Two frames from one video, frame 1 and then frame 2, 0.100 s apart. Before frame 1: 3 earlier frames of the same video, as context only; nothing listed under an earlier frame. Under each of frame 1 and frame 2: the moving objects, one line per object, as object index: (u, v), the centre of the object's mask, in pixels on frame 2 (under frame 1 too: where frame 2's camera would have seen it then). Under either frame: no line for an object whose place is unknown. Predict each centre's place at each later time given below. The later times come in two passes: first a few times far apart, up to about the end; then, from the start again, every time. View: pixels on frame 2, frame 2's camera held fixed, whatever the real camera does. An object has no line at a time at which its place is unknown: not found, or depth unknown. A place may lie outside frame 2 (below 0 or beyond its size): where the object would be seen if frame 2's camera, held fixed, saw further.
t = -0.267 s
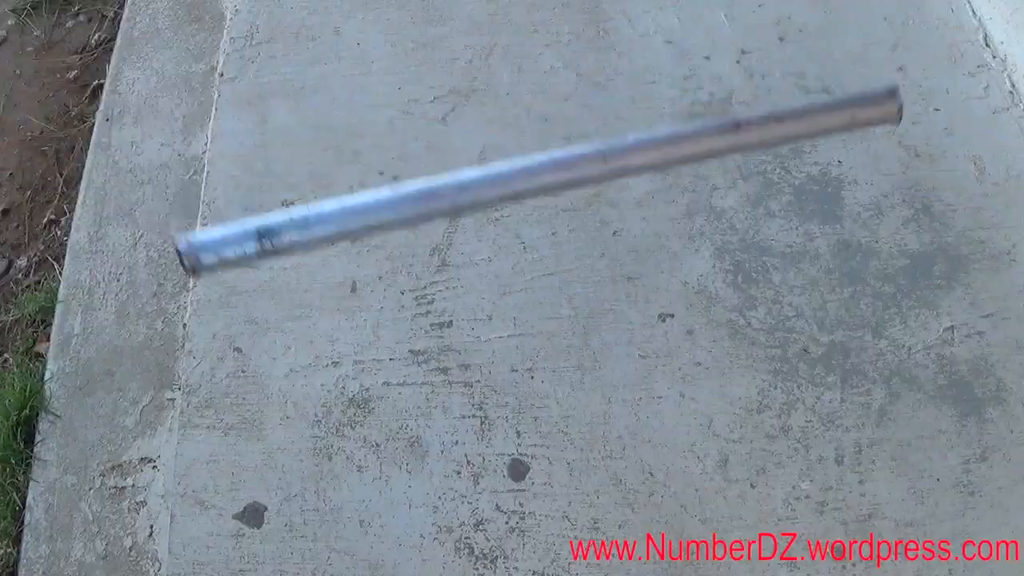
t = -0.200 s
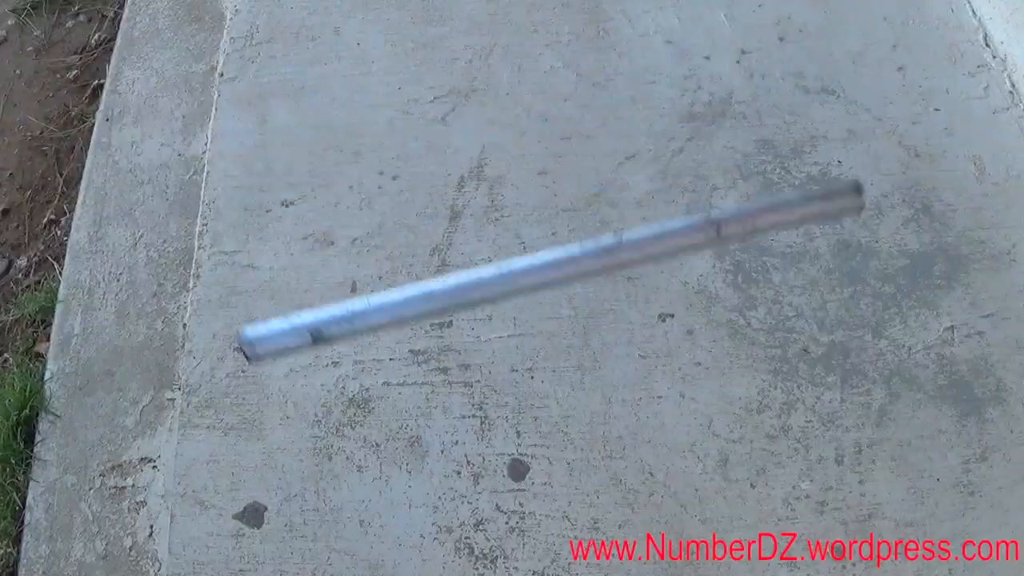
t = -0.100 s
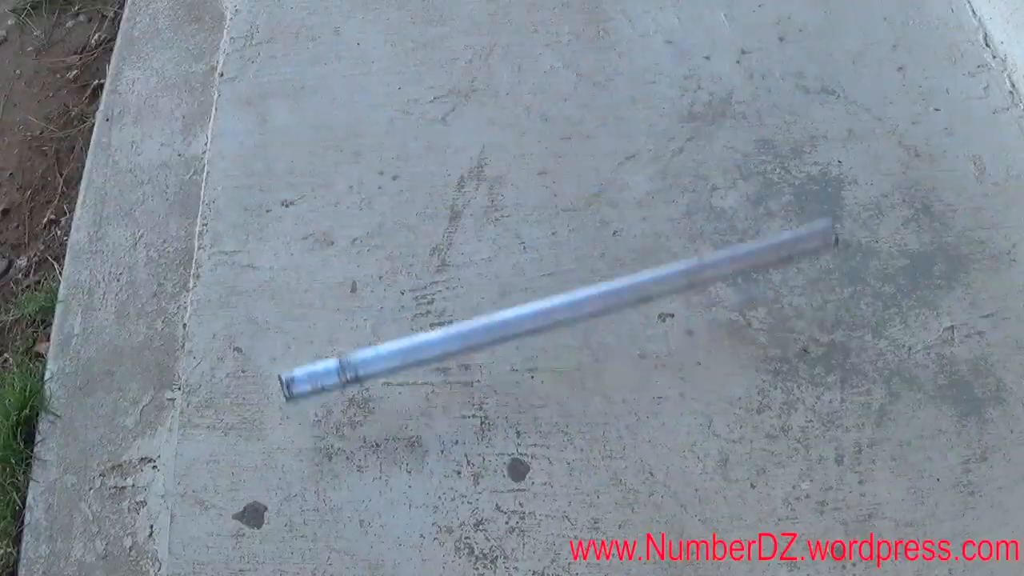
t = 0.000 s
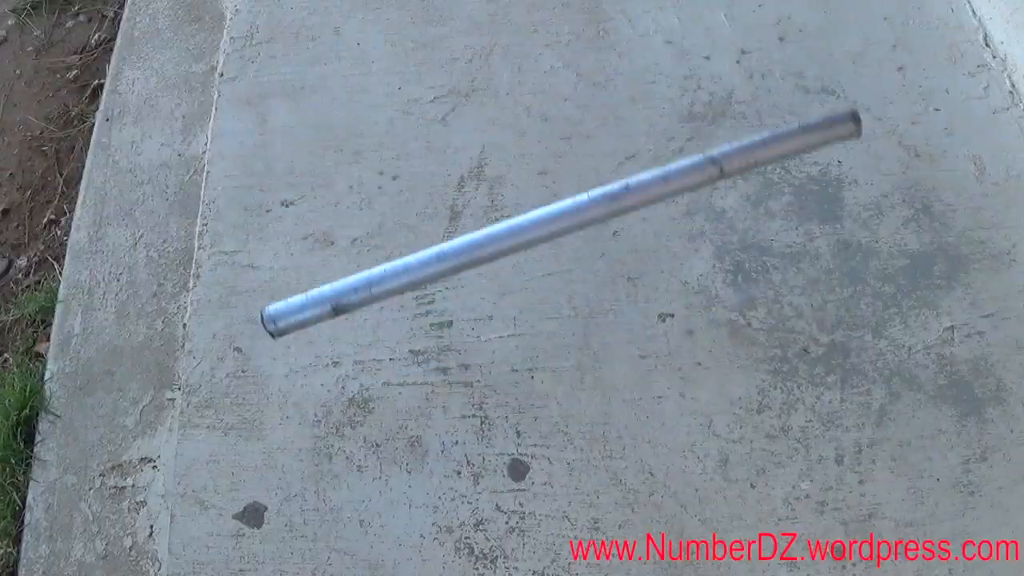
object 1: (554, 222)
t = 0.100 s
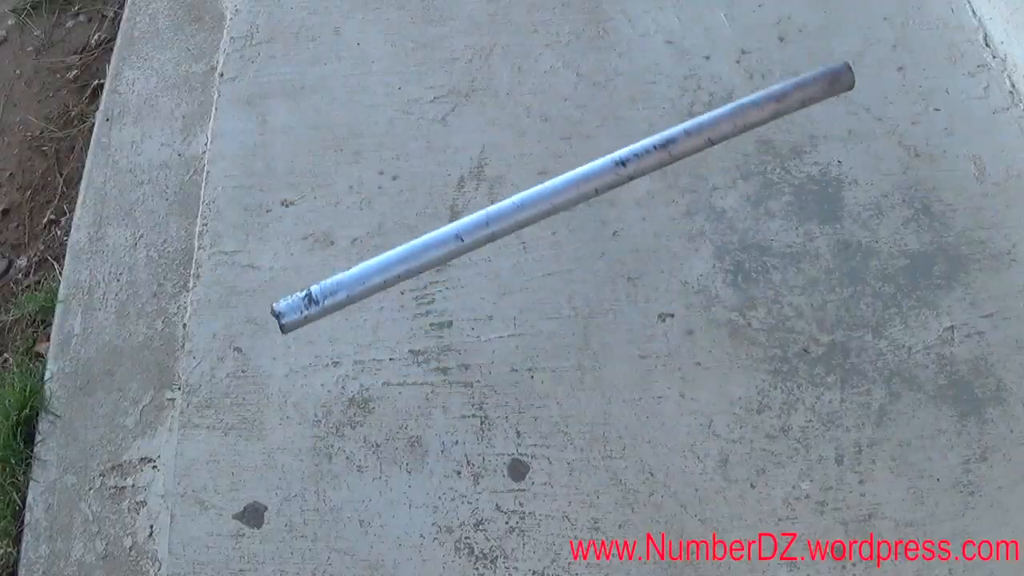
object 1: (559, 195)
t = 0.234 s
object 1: (554, 260)
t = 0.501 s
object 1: (484, 210)
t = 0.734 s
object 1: (454, 180)
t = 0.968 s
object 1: (424, 147)
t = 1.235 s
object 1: (392, 128)
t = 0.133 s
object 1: (559, 204)
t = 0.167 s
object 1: (563, 218)
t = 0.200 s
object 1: (562, 241)
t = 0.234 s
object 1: (554, 260)
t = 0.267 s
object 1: (536, 270)
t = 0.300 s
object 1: (535, 246)
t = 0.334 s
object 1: (523, 225)
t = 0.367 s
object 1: (511, 210)
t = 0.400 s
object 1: (499, 203)
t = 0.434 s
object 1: (487, 203)
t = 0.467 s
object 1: (477, 210)
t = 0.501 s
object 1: (484, 210)
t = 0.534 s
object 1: (475, 206)
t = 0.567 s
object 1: (472, 192)
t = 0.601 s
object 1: (472, 181)
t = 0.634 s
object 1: (471, 174)
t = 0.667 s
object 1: (464, 172)
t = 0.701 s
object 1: (458, 177)
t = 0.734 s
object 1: (454, 180)
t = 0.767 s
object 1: (448, 168)
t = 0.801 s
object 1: (445, 161)
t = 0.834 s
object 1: (438, 160)
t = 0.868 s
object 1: (432, 163)
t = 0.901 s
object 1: (425, 156)
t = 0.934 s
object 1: (422, 151)
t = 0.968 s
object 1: (424, 147)
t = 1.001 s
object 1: (416, 147)
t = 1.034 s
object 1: (411, 145)
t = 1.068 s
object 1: (408, 144)
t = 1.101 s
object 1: (405, 141)
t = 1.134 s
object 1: (401, 138)
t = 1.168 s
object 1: (397, 136)
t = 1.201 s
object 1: (395, 132)
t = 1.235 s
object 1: (392, 128)
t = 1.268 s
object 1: (389, 125)
